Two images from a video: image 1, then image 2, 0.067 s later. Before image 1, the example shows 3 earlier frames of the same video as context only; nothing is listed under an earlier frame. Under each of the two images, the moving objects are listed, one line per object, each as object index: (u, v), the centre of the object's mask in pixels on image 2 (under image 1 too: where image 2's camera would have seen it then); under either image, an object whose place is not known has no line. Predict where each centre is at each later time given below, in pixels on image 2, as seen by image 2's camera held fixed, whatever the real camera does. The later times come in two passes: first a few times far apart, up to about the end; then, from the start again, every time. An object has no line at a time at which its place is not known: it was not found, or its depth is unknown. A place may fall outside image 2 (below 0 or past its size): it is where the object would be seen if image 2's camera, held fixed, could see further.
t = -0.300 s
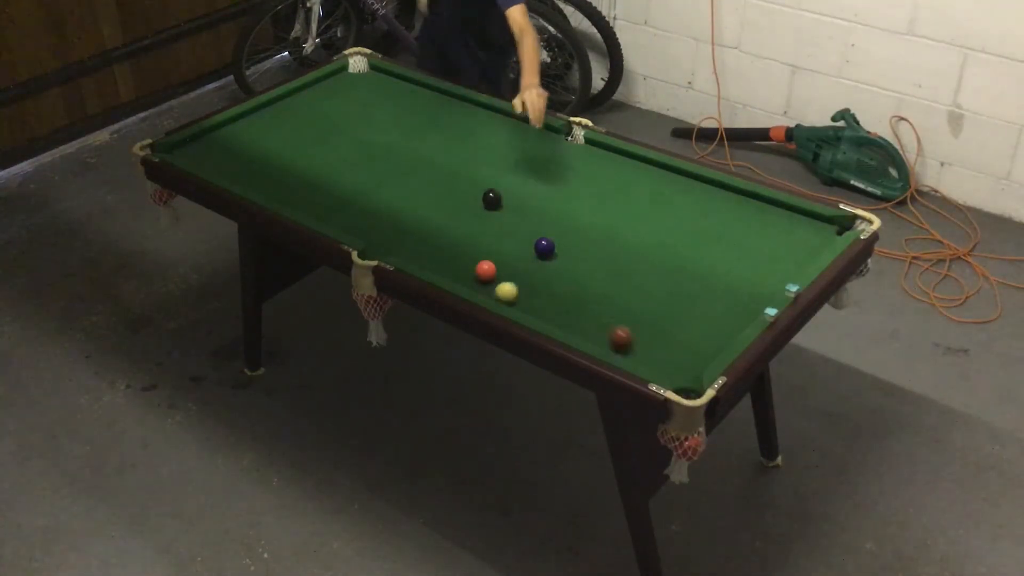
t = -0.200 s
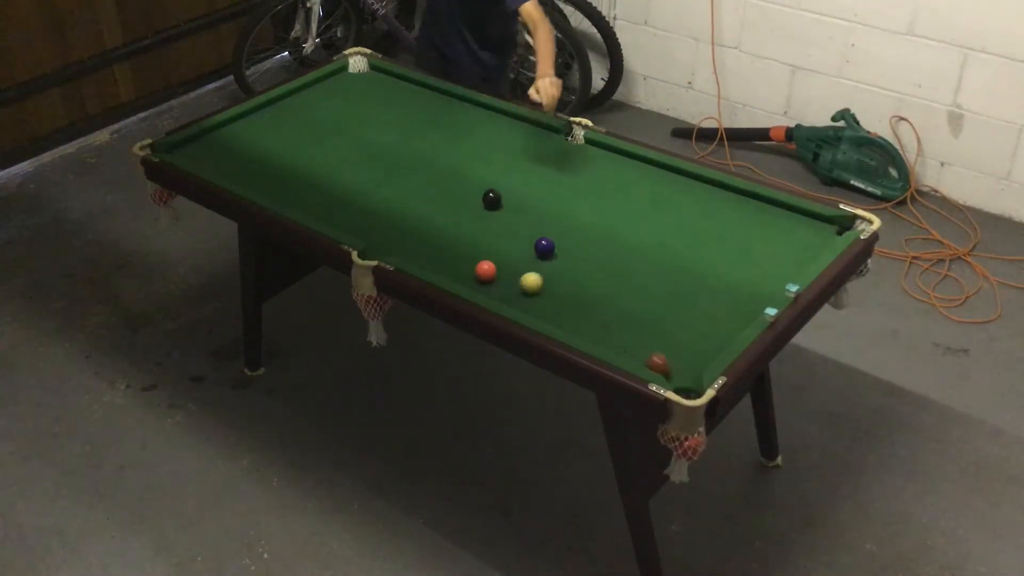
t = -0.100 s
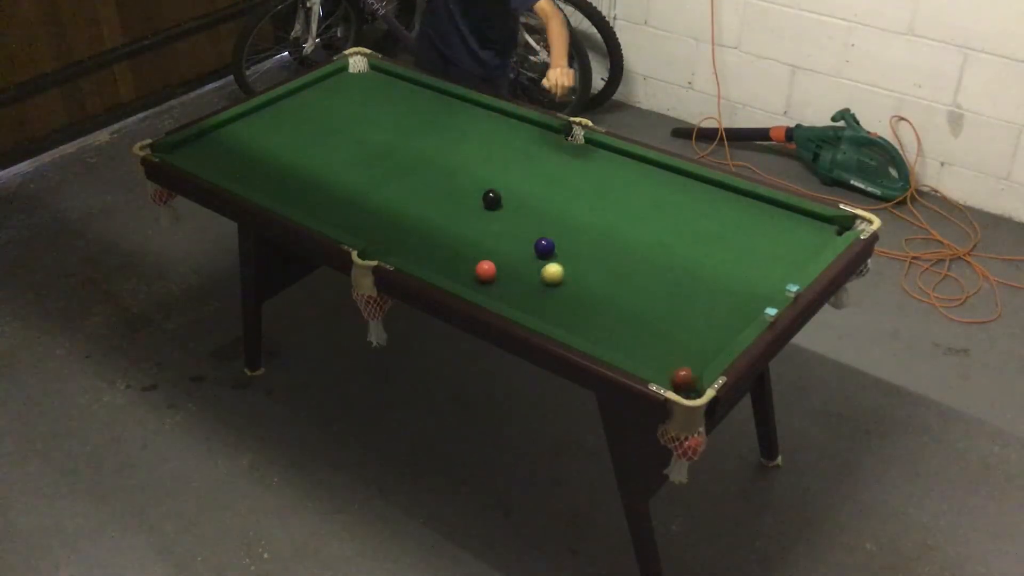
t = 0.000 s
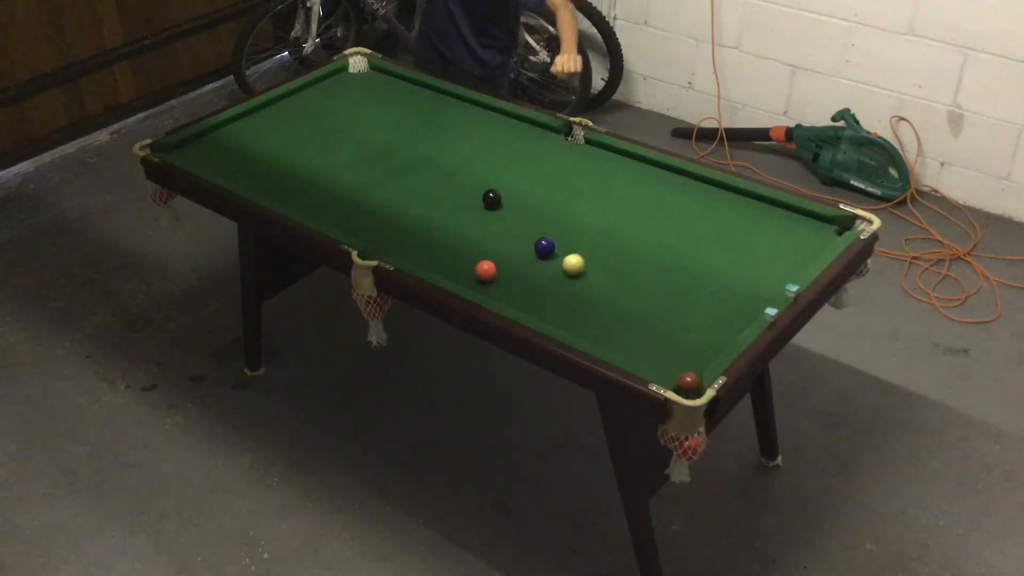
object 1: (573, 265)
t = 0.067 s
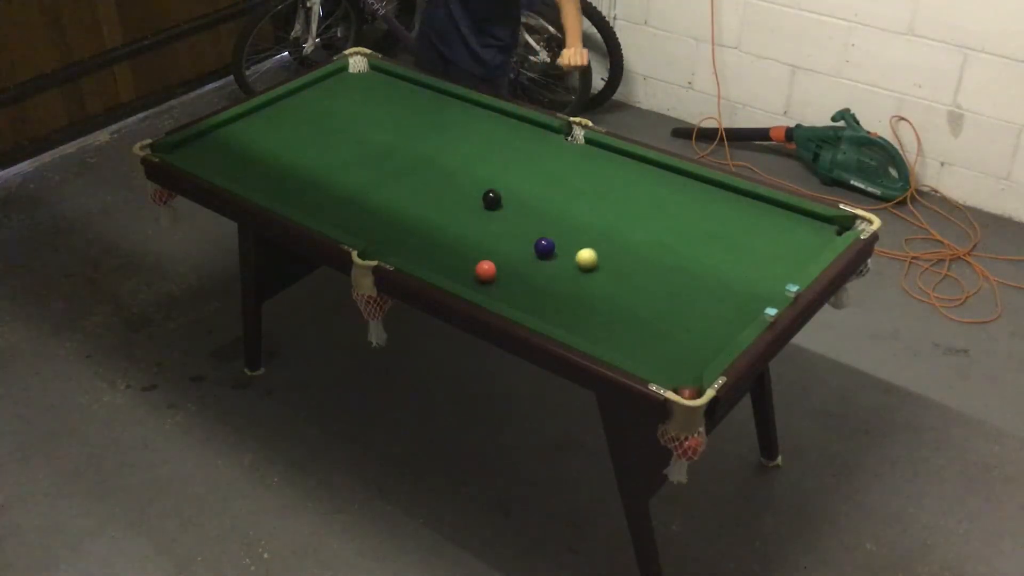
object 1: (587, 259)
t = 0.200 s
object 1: (611, 248)
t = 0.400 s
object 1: (644, 232)
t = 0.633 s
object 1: (679, 214)
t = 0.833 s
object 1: (705, 201)
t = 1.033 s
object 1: (724, 190)
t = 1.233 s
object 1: (712, 203)
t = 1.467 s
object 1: (698, 216)
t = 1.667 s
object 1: (686, 225)
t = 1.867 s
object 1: (673, 234)
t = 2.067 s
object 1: (660, 242)
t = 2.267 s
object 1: (648, 250)
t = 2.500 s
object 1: (634, 257)
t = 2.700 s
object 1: (622, 262)
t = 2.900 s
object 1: (611, 266)
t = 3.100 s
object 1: (601, 268)
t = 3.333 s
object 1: (589, 270)
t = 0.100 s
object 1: (593, 256)
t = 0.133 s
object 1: (599, 253)
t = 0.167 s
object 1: (605, 251)
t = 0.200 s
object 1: (611, 248)
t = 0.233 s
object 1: (617, 245)
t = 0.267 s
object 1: (623, 242)
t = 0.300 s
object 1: (628, 240)
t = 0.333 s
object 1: (634, 237)
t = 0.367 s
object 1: (639, 234)
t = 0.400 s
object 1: (644, 232)
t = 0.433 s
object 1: (649, 229)
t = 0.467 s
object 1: (654, 227)
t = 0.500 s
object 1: (660, 224)
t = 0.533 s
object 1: (664, 221)
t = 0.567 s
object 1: (669, 219)
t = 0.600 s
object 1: (674, 217)
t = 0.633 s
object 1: (679, 214)
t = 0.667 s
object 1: (683, 212)
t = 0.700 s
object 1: (688, 210)
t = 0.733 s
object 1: (692, 207)
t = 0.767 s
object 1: (696, 205)
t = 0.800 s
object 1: (701, 203)
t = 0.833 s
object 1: (705, 201)
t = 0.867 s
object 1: (709, 198)
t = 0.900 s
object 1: (713, 196)
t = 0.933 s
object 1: (717, 194)
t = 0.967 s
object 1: (721, 192)
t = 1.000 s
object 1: (724, 190)
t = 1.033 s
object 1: (724, 190)
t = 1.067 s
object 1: (722, 193)
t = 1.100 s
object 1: (720, 195)
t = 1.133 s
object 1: (718, 197)
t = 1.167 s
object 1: (717, 199)
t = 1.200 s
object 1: (714, 201)
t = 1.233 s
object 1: (712, 203)
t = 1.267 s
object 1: (710, 205)
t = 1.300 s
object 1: (709, 206)
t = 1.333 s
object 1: (707, 208)
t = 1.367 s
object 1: (705, 210)
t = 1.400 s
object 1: (702, 212)
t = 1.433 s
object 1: (701, 214)
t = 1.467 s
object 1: (698, 216)
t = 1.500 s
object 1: (696, 217)
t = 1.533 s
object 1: (694, 219)
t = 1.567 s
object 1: (692, 221)
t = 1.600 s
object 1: (690, 222)
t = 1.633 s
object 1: (688, 224)
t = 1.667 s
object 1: (686, 225)
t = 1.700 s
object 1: (684, 227)
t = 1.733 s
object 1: (682, 228)
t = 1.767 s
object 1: (679, 230)
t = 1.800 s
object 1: (677, 231)
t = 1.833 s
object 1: (676, 233)
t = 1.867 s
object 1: (673, 234)
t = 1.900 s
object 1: (671, 236)
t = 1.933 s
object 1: (669, 237)
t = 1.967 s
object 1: (667, 238)
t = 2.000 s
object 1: (665, 240)
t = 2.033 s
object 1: (663, 241)
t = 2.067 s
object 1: (660, 242)
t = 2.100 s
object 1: (658, 243)
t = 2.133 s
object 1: (656, 245)
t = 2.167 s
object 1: (654, 246)
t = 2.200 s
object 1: (652, 247)
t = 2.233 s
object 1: (650, 248)
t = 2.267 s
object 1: (648, 250)
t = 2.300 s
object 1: (646, 251)
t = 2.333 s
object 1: (644, 252)
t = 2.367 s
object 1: (642, 253)
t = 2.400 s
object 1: (640, 254)
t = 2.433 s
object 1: (638, 255)
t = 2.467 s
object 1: (636, 256)
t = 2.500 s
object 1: (634, 257)
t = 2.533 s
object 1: (632, 258)
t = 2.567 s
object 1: (630, 259)
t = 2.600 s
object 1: (628, 259)
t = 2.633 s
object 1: (626, 260)
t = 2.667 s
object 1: (624, 261)
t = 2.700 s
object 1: (622, 262)
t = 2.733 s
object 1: (620, 263)
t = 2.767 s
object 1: (618, 263)
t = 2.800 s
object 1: (616, 264)
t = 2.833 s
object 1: (614, 264)
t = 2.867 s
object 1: (612, 265)
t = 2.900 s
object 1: (611, 266)
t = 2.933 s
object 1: (609, 266)
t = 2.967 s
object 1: (607, 267)
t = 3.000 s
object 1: (605, 267)
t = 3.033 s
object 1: (604, 267)
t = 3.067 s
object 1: (602, 268)
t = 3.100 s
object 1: (601, 268)
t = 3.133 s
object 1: (599, 269)
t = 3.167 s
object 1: (597, 269)
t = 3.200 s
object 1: (595, 269)
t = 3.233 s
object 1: (594, 269)
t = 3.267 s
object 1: (592, 270)
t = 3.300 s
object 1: (591, 270)
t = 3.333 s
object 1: (589, 270)
